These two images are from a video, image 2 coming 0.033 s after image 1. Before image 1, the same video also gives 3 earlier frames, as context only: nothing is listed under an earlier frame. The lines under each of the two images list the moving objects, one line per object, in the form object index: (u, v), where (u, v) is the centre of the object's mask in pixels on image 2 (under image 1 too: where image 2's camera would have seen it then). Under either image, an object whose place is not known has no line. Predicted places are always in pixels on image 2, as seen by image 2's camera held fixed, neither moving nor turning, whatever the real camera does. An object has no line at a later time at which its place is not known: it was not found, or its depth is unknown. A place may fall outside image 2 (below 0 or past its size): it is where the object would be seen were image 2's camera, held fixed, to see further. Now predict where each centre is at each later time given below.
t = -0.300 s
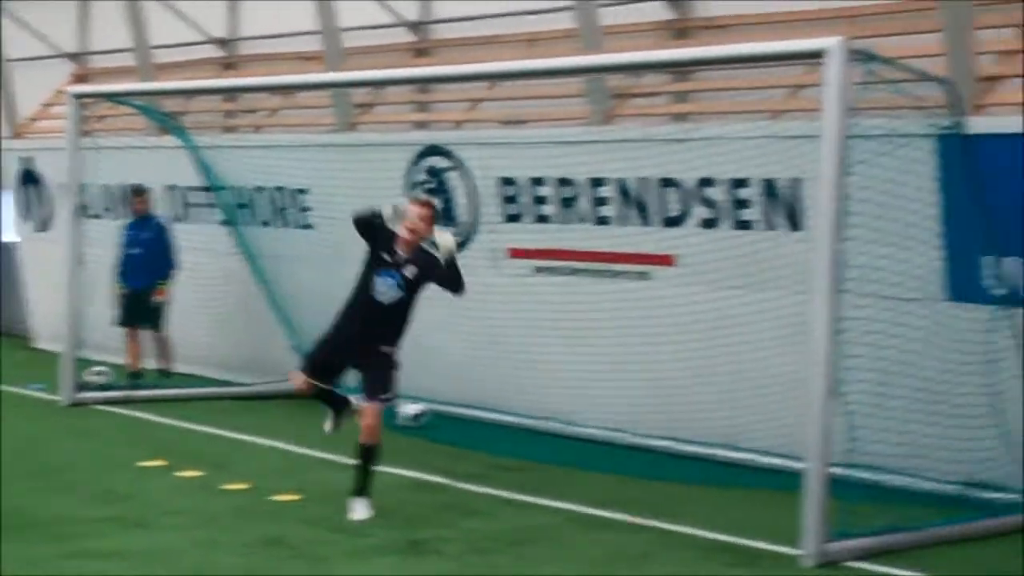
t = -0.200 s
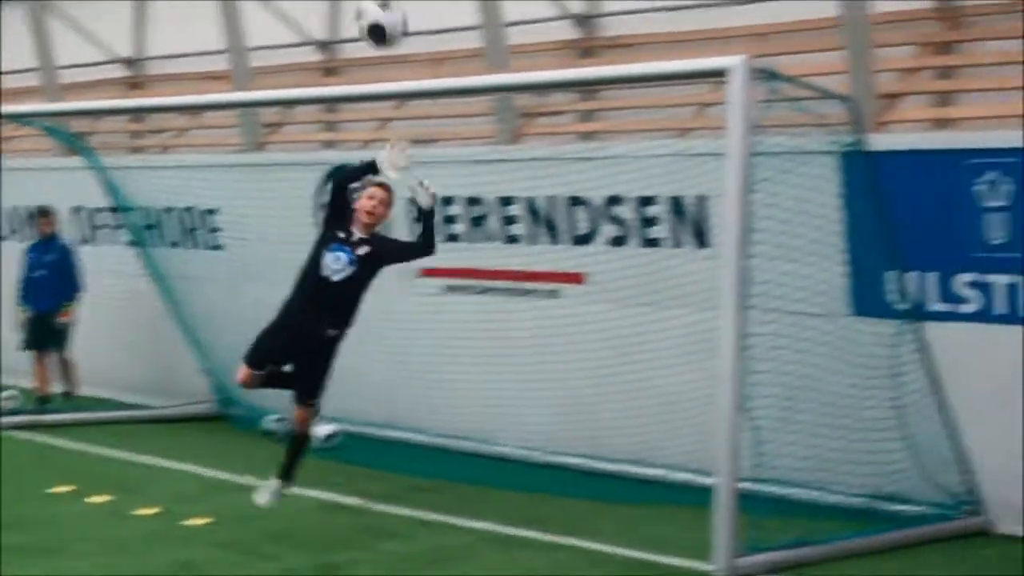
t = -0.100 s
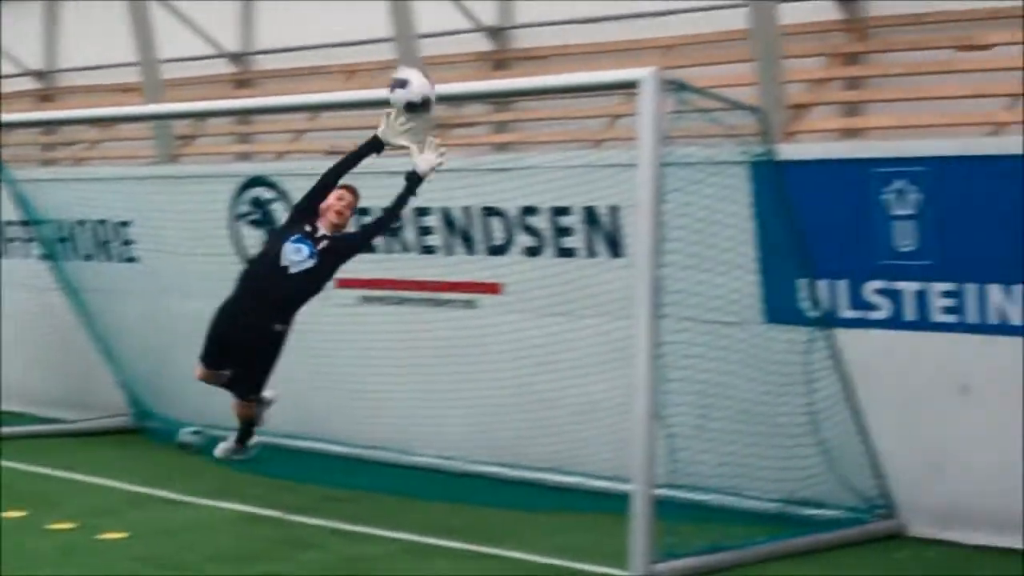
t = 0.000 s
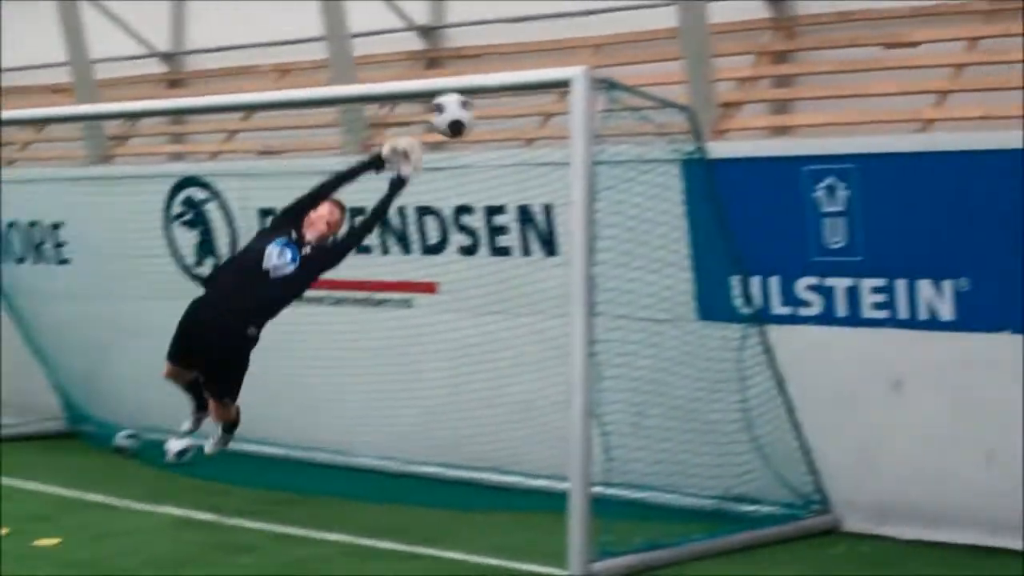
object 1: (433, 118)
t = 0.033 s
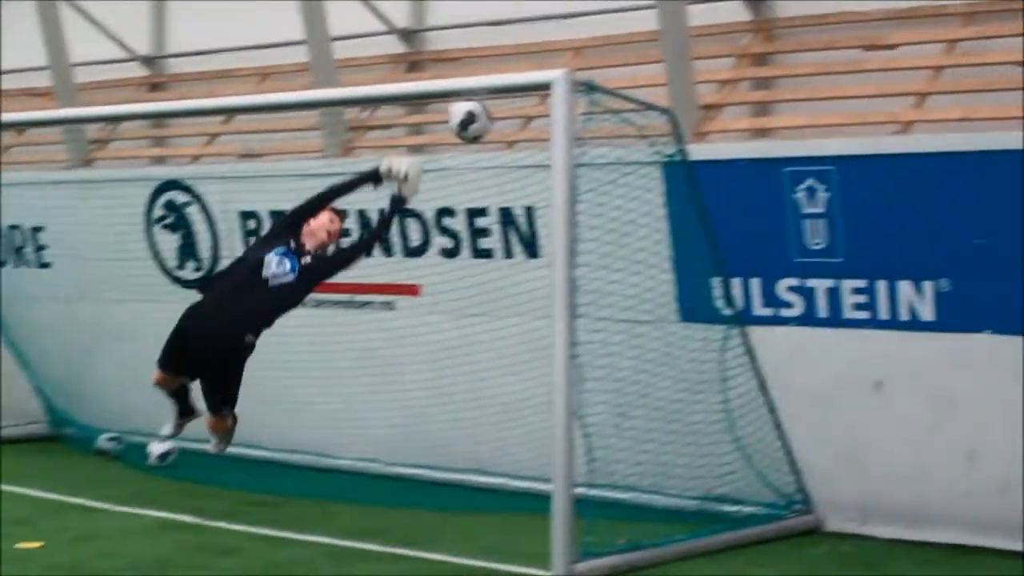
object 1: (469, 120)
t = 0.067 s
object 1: (506, 124)
